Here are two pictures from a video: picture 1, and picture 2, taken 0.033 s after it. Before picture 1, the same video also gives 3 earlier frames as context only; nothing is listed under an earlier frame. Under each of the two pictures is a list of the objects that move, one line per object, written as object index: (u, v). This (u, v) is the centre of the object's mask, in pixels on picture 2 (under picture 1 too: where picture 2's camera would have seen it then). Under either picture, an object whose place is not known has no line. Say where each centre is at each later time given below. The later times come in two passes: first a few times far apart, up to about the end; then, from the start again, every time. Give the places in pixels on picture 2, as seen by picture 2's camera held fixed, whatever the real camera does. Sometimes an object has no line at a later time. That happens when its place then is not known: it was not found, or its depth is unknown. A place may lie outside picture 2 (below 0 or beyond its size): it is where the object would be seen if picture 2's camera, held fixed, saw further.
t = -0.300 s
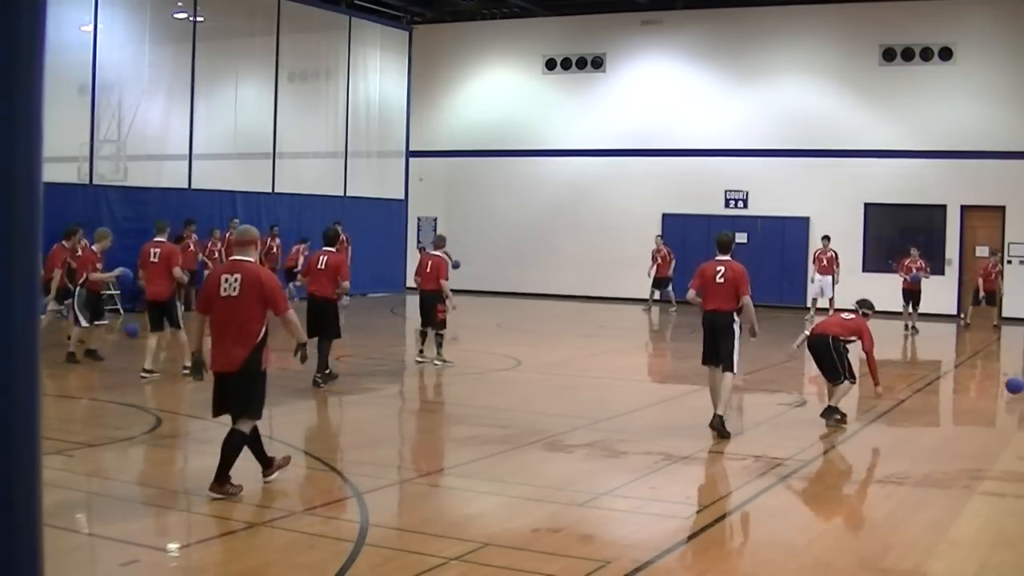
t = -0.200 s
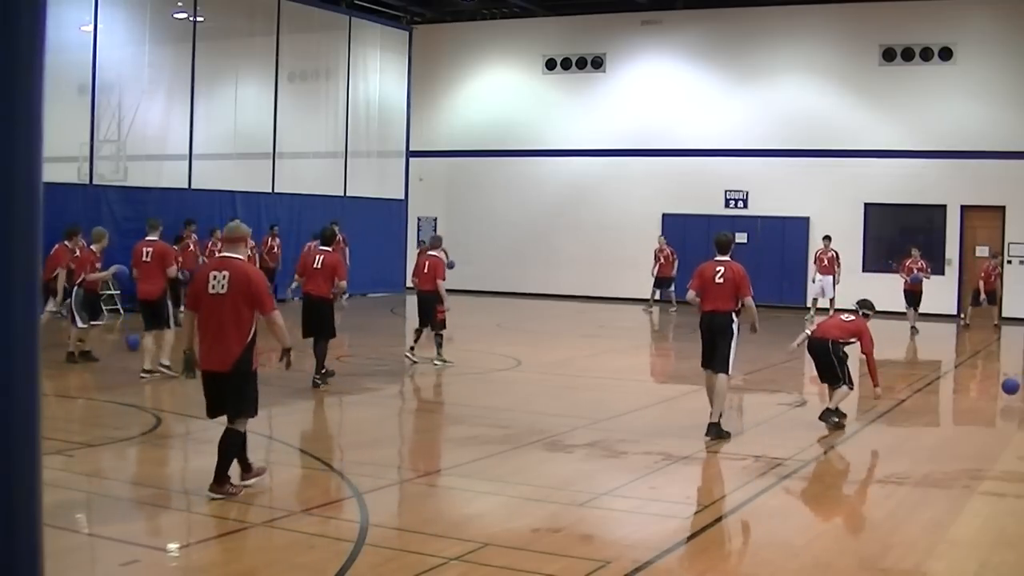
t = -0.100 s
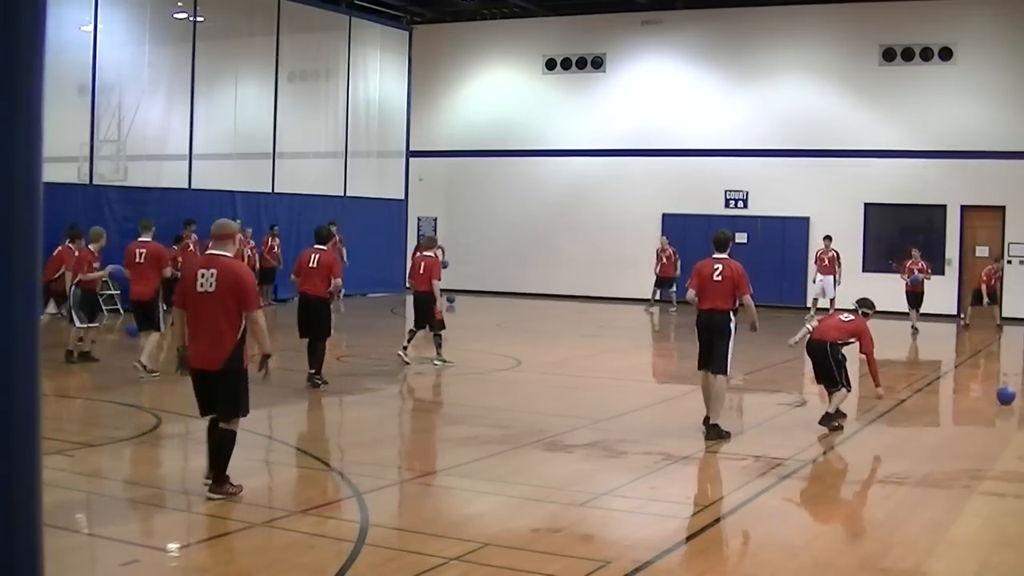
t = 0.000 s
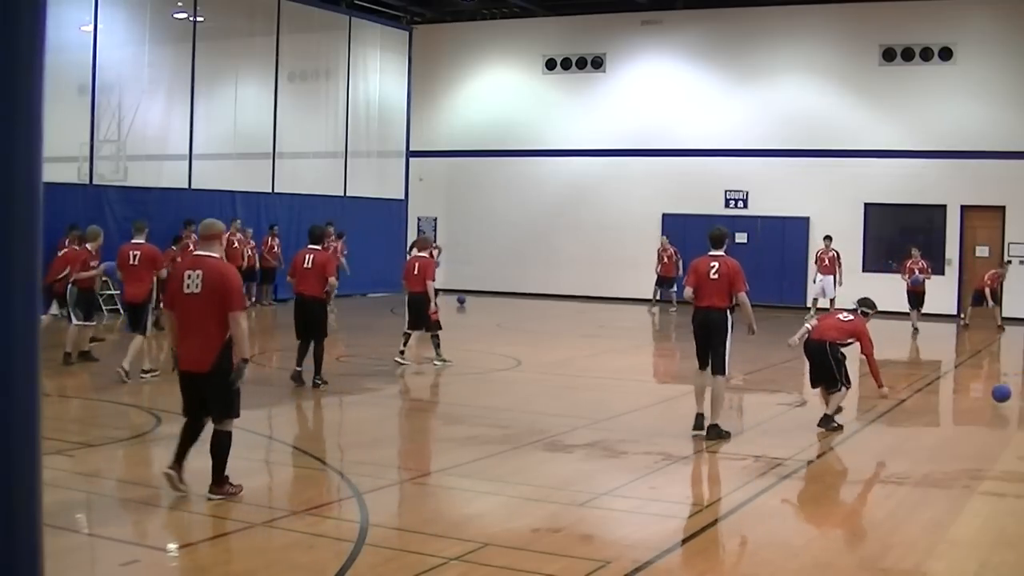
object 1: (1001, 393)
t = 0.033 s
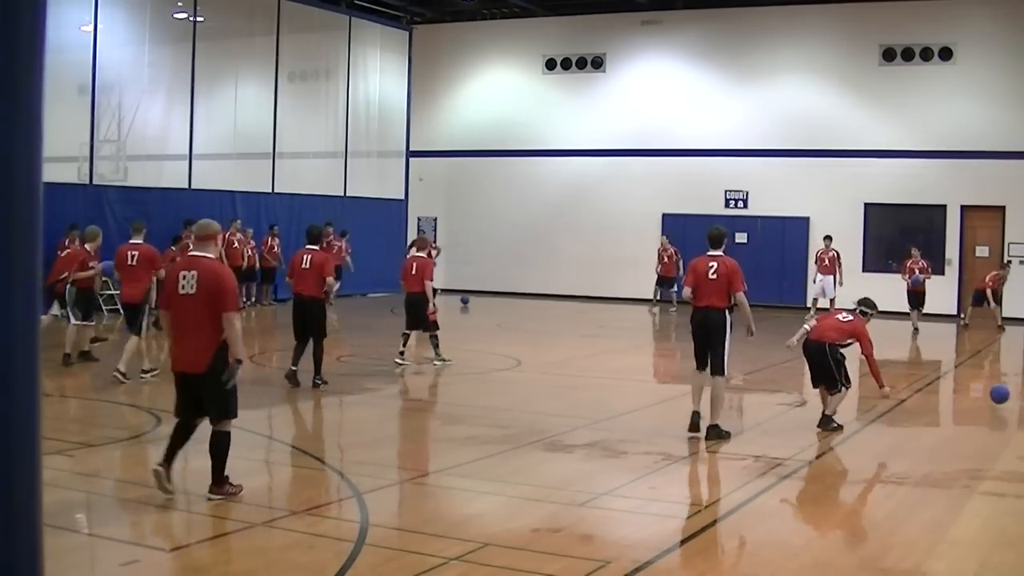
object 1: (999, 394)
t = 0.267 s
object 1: (986, 406)
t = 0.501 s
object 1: (972, 418)
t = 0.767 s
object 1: (953, 431)
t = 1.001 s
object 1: (934, 443)
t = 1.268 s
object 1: (909, 457)
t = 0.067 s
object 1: (997, 397)
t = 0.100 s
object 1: (995, 400)
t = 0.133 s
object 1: (993, 404)
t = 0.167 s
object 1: (992, 404)
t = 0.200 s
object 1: (990, 404)
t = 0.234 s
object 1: (988, 405)
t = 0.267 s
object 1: (986, 406)
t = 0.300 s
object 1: (985, 409)
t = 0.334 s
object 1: (983, 412)
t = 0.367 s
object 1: (981, 412)
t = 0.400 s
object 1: (979, 413)
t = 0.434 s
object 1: (977, 416)
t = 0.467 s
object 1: (974, 418)
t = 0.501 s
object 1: (972, 418)
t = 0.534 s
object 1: (970, 418)
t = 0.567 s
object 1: (968, 420)
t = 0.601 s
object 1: (965, 422)
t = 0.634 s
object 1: (963, 426)
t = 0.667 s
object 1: (960, 426)
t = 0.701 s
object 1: (958, 427)
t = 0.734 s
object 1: (955, 428)
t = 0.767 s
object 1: (953, 431)
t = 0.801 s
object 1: (950, 434)
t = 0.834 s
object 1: (947, 434)
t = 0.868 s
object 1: (945, 435)
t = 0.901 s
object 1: (943, 436)
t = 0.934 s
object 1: (940, 439)
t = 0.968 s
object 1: (937, 442)
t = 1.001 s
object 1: (934, 443)
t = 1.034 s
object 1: (931, 444)
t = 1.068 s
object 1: (928, 447)
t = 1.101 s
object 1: (925, 449)
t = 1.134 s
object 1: (922, 449)
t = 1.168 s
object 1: (919, 450)
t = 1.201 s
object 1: (916, 453)
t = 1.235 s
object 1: (912, 457)
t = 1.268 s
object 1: (909, 457)
